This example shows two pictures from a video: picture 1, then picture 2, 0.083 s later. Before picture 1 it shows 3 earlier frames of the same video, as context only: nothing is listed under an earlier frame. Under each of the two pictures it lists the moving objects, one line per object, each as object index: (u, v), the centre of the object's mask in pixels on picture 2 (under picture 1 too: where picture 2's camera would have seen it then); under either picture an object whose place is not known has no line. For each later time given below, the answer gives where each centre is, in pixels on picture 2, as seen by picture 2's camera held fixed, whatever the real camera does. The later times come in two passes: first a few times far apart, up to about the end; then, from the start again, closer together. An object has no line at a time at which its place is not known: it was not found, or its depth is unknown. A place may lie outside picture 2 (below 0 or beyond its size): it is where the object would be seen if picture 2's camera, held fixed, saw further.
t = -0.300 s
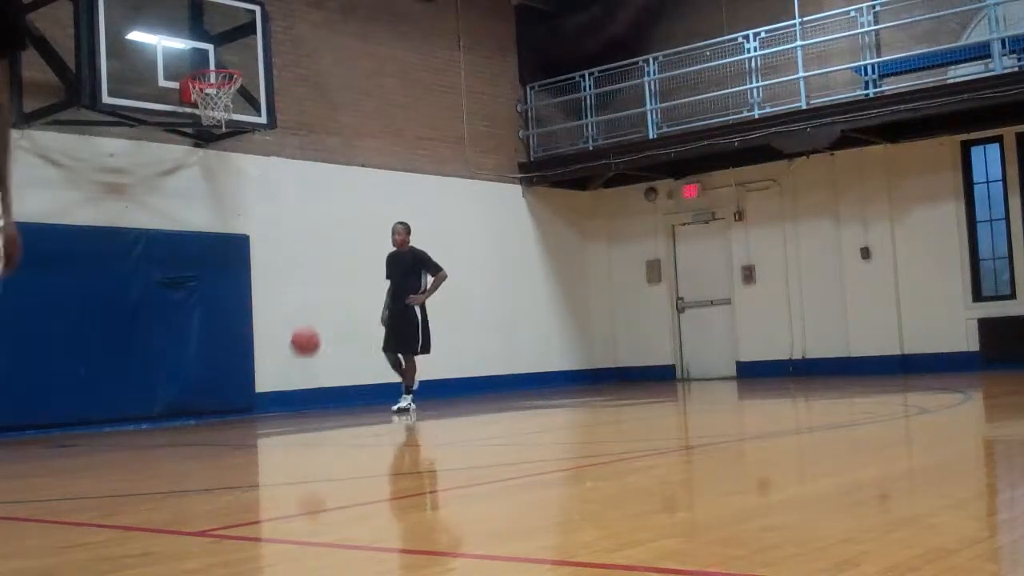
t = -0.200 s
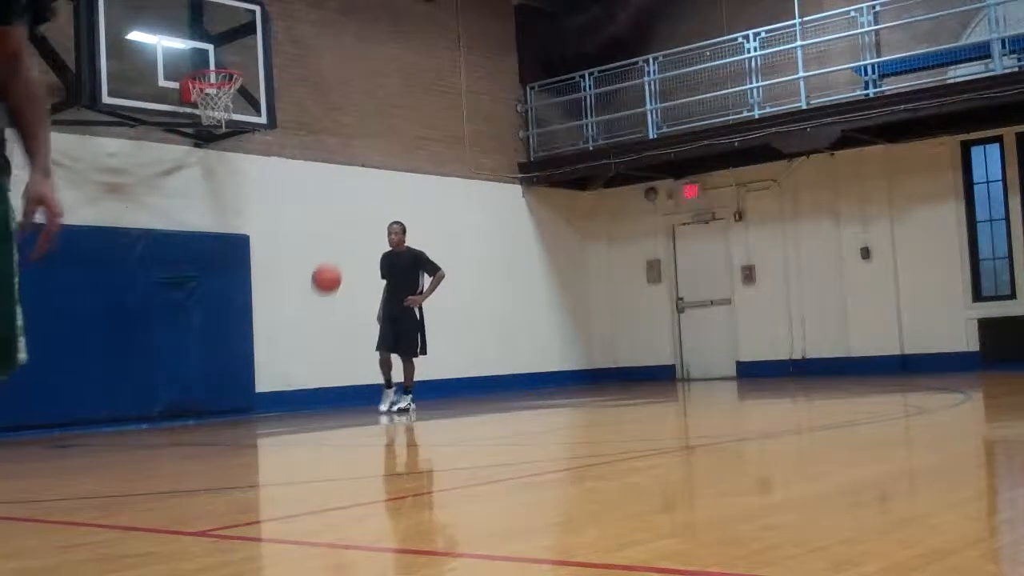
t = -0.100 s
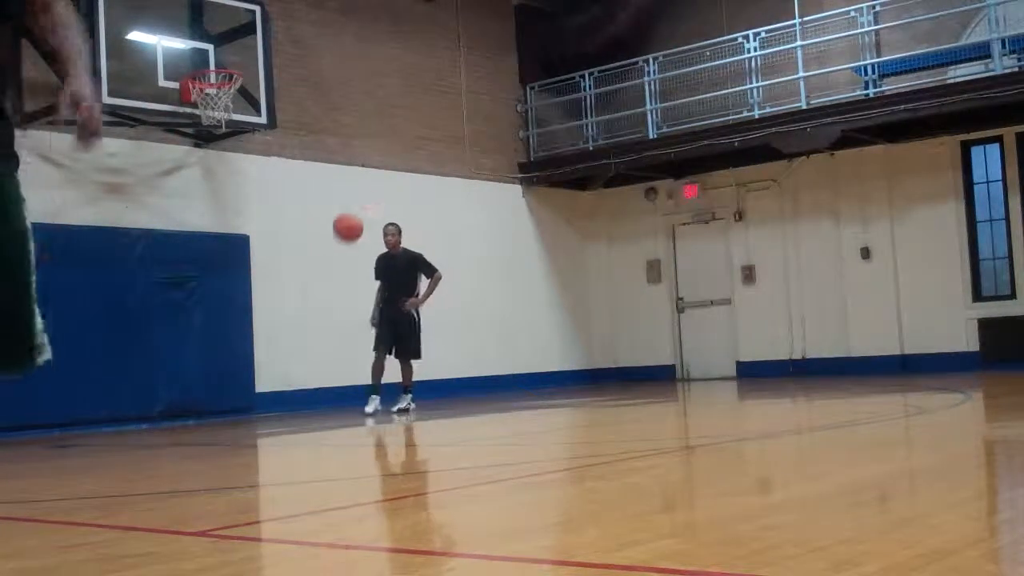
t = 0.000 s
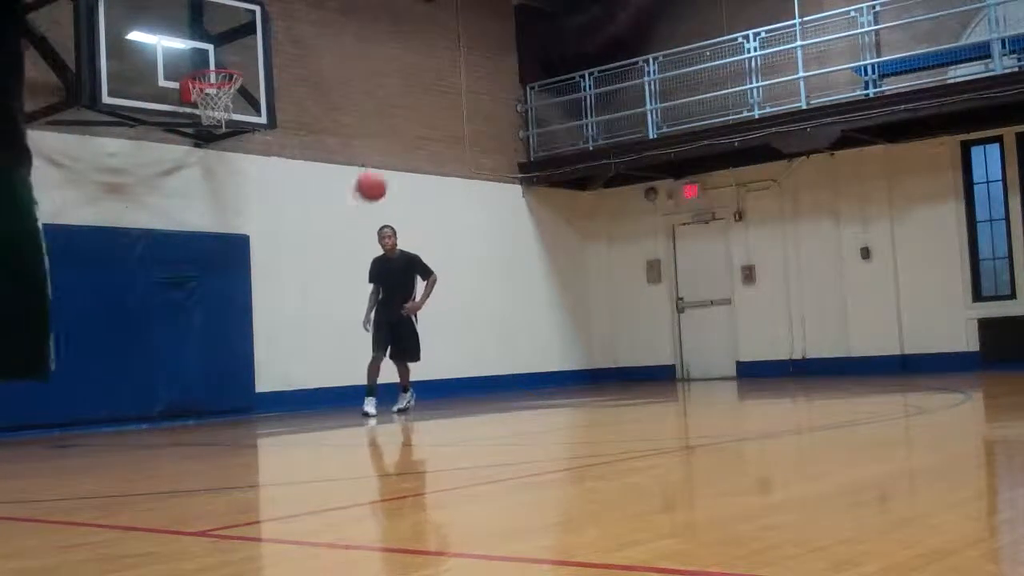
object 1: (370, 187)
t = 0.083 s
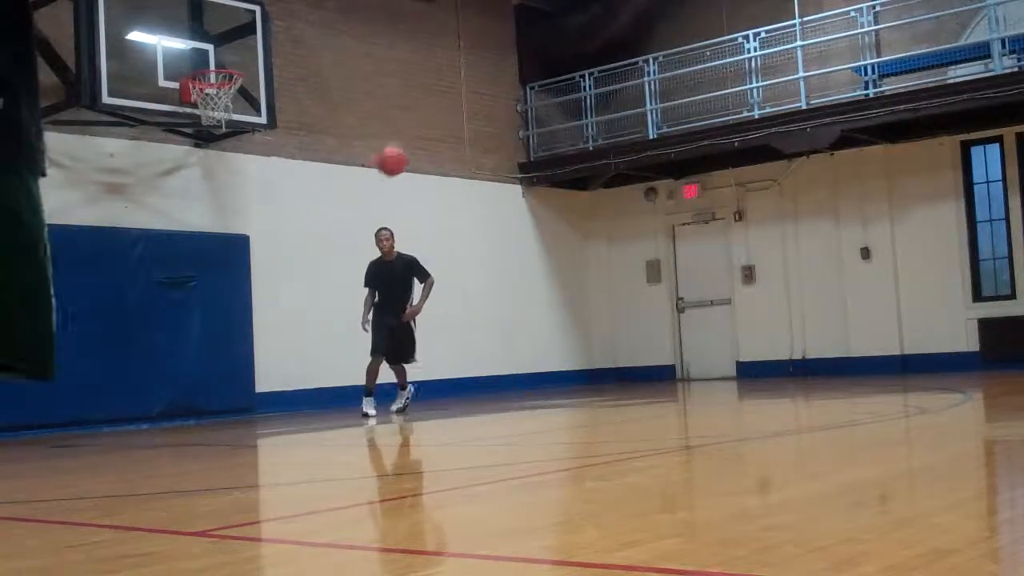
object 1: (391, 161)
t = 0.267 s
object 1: (439, 133)
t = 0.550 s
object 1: (526, 176)
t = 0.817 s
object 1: (620, 335)
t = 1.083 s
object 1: (708, 289)
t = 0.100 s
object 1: (395, 157)
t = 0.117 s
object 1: (399, 152)
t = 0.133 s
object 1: (404, 149)
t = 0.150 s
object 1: (407, 146)
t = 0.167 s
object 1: (411, 143)
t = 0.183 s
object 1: (416, 140)
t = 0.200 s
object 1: (422, 138)
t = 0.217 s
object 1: (426, 137)
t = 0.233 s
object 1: (429, 135)
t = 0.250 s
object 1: (435, 134)
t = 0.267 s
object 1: (439, 133)
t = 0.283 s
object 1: (444, 132)
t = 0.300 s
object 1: (448, 132)
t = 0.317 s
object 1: (454, 133)
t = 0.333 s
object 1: (457, 133)
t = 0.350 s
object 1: (462, 134)
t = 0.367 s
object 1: (467, 135)
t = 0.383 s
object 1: (471, 136)
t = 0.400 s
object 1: (478, 139)
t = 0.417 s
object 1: (483, 141)
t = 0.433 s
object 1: (489, 143)
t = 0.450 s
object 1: (494, 147)
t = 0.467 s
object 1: (499, 151)
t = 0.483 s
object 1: (506, 158)
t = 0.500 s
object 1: (509, 160)
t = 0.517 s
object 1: (514, 164)
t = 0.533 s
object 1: (518, 170)
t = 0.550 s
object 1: (526, 176)
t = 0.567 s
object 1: (531, 183)
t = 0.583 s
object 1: (537, 190)
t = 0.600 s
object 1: (539, 196)
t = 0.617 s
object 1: (548, 205)
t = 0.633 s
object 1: (550, 212)
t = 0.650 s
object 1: (558, 221)
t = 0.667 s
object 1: (564, 229)
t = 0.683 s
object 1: (571, 239)
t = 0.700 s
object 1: (576, 249)
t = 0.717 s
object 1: (581, 260)
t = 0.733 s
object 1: (588, 272)
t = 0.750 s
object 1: (594, 283)
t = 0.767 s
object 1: (600, 295)
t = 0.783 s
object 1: (605, 308)
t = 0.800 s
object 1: (613, 321)
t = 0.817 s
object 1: (620, 335)
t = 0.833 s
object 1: (626, 348)
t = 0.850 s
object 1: (633, 363)
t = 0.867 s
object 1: (640, 375)
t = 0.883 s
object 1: (646, 390)
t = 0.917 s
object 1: (655, 391)
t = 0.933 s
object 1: (663, 378)
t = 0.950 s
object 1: (670, 371)
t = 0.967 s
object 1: (673, 357)
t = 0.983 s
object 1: (678, 346)
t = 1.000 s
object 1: (683, 337)
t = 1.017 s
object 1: (687, 327)
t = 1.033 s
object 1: (692, 318)
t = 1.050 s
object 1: (696, 308)
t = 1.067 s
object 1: (702, 298)
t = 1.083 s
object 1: (708, 289)
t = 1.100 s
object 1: (714, 280)
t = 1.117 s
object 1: (720, 272)
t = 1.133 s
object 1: (725, 267)
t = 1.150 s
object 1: (731, 260)
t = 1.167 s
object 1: (736, 253)
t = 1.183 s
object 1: (743, 246)
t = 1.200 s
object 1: (756, 237)
